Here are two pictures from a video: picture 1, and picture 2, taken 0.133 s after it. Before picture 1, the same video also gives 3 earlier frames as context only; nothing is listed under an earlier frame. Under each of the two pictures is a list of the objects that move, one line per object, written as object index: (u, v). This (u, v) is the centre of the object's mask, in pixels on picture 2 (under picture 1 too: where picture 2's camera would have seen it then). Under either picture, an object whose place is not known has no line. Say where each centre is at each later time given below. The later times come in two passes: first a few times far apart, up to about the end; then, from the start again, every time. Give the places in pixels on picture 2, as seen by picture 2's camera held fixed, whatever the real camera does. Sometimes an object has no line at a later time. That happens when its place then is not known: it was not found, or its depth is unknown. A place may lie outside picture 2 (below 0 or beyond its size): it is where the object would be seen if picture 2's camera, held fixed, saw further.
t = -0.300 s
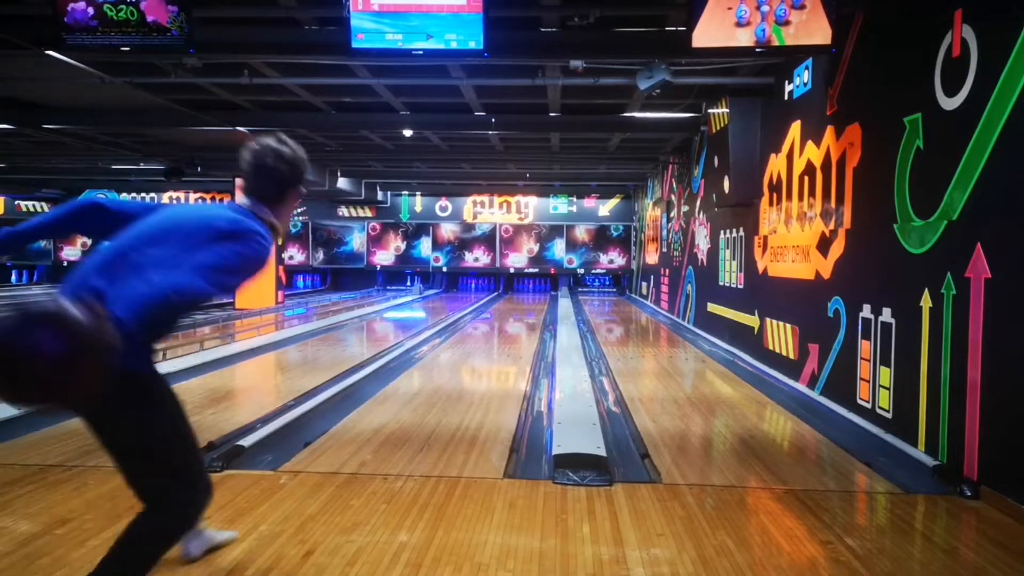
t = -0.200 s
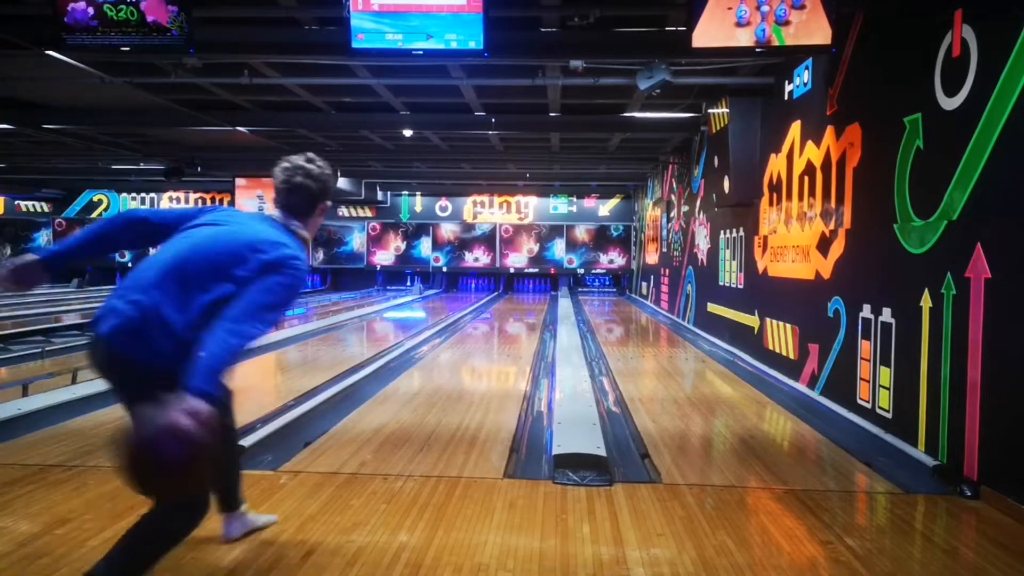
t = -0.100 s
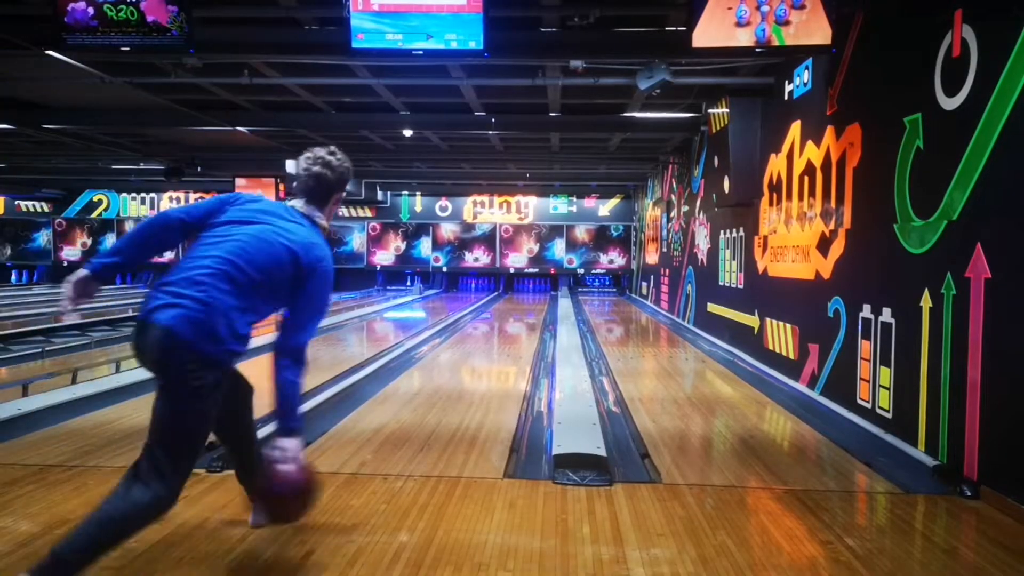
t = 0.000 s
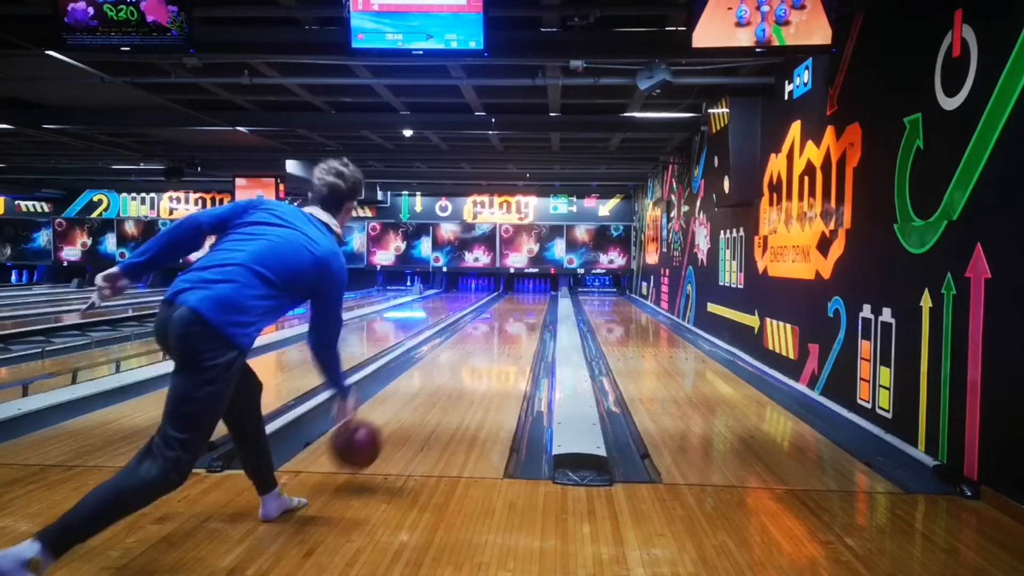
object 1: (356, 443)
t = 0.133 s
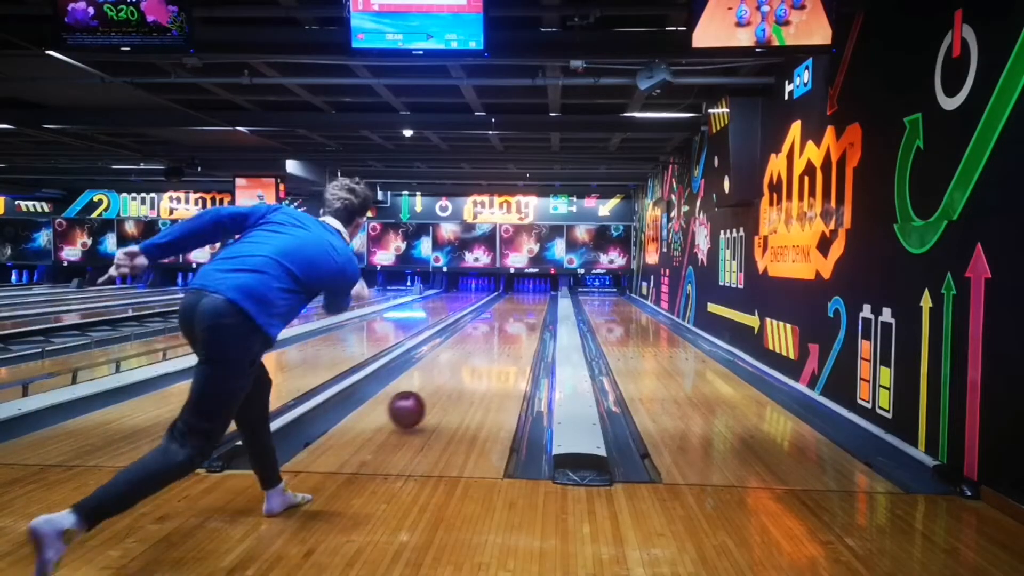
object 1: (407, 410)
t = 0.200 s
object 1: (424, 396)
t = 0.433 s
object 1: (461, 357)
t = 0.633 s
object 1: (479, 338)
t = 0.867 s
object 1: (493, 323)
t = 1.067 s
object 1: (501, 315)
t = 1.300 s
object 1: (509, 307)
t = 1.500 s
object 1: (513, 302)
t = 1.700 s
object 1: (517, 298)
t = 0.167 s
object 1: (416, 405)
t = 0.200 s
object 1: (424, 396)
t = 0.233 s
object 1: (430, 389)
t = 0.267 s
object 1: (437, 382)
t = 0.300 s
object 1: (443, 376)
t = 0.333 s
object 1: (448, 371)
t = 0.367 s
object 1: (452, 366)
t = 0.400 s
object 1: (457, 361)
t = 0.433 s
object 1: (461, 357)
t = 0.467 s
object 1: (464, 353)
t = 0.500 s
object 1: (468, 350)
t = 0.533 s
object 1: (471, 346)
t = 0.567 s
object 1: (474, 343)
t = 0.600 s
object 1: (477, 340)
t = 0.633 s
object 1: (479, 338)
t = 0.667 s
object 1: (481, 335)
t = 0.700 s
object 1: (484, 333)
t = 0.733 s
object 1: (486, 331)
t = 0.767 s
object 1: (488, 329)
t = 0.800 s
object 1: (490, 327)
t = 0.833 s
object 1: (491, 325)
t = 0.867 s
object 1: (493, 323)
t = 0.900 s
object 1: (495, 321)
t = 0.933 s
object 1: (496, 320)
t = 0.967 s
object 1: (498, 318)
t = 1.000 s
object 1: (499, 316)
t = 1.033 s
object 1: (500, 316)
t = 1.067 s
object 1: (501, 315)
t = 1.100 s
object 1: (502, 314)
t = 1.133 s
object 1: (504, 312)
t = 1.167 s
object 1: (505, 311)
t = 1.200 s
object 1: (506, 310)
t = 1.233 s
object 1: (507, 309)
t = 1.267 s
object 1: (508, 308)
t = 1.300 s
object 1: (509, 307)
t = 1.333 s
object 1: (510, 305)
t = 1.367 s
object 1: (510, 304)
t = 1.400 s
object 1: (511, 304)
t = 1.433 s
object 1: (512, 304)
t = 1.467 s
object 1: (513, 303)
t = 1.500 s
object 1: (513, 302)
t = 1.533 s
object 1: (514, 302)
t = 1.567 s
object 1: (515, 301)
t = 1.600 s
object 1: (515, 300)
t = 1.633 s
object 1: (516, 300)
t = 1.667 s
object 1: (516, 299)
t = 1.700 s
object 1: (517, 298)
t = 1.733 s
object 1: (518, 298)
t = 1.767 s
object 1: (519, 297)
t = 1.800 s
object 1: (519, 296)
